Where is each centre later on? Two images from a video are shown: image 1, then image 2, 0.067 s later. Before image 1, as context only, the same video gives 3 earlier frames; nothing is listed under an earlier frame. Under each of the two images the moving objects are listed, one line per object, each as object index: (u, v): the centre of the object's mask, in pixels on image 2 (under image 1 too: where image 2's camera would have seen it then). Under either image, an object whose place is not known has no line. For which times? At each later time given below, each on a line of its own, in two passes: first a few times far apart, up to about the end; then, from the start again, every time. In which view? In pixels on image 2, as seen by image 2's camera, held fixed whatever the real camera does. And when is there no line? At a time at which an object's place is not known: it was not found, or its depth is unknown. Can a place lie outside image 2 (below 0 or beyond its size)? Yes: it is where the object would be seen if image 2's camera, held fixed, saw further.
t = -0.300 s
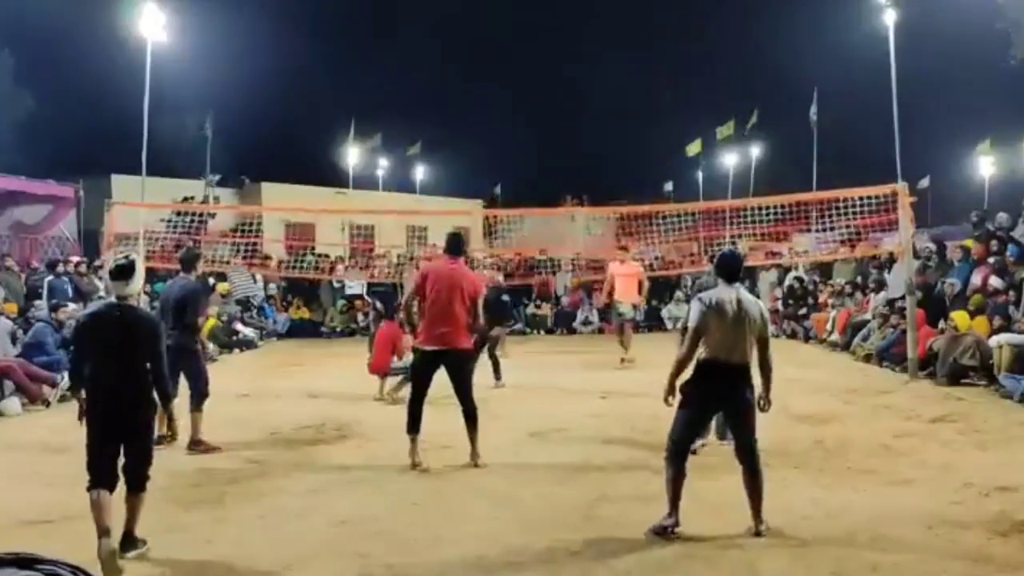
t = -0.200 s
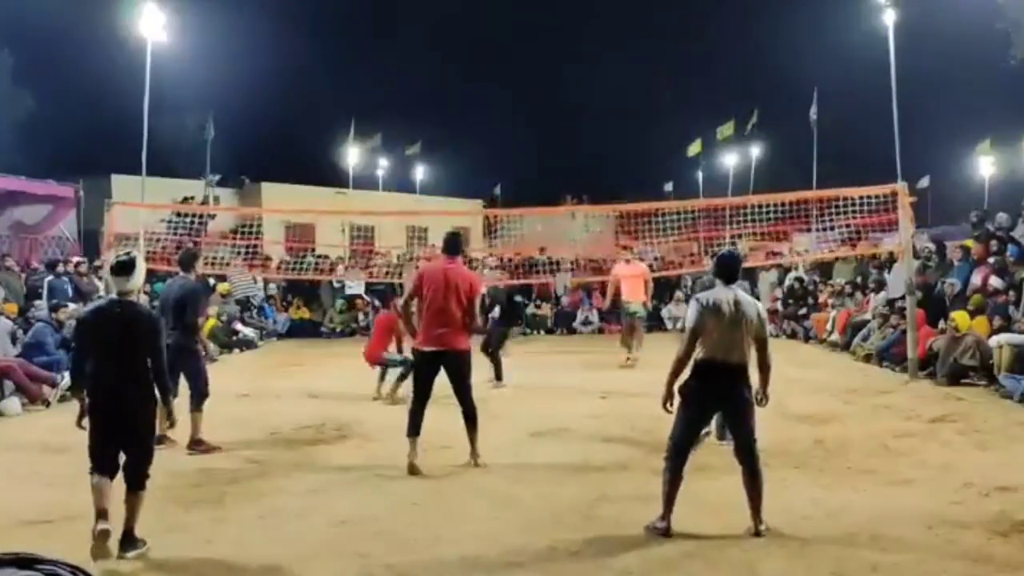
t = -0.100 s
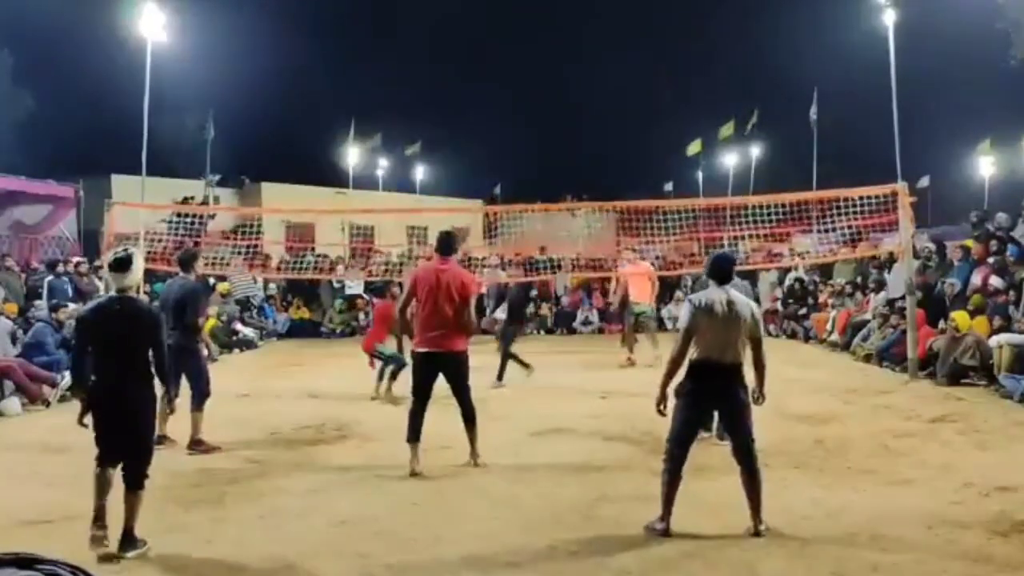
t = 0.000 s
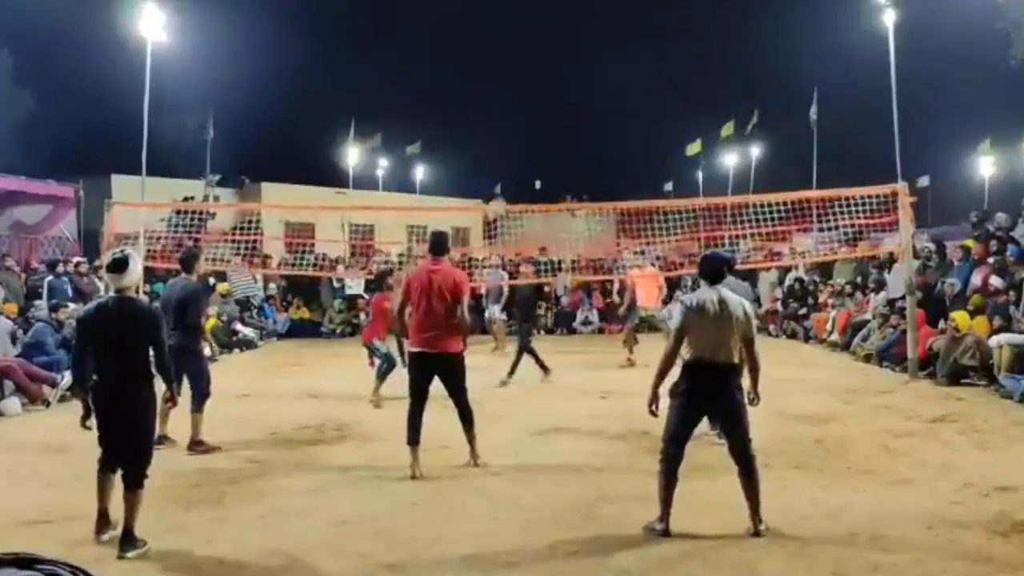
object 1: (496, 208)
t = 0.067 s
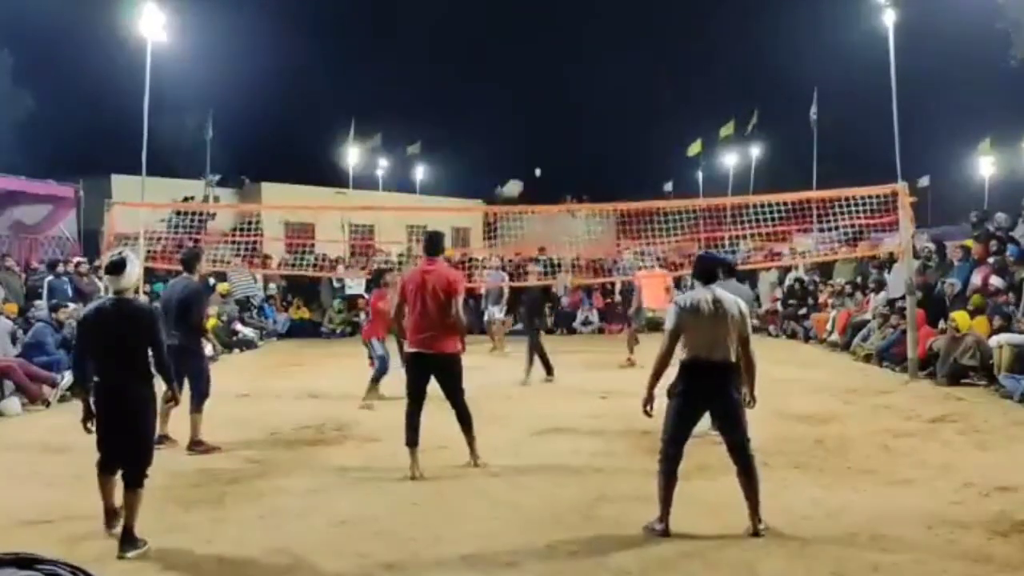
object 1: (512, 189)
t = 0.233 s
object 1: (555, 157)
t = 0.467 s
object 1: (620, 154)
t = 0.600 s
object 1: (661, 178)
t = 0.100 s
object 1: (521, 180)
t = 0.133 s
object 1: (529, 173)
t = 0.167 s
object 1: (537, 167)
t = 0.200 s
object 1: (547, 162)
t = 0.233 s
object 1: (555, 157)
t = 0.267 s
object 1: (563, 154)
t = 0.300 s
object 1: (573, 151)
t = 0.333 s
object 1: (582, 150)
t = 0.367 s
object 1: (591, 149)
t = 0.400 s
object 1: (602, 149)
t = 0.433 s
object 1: (611, 151)
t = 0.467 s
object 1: (620, 154)
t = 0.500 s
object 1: (631, 158)
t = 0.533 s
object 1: (640, 163)
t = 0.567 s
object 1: (650, 169)
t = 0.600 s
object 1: (661, 178)
